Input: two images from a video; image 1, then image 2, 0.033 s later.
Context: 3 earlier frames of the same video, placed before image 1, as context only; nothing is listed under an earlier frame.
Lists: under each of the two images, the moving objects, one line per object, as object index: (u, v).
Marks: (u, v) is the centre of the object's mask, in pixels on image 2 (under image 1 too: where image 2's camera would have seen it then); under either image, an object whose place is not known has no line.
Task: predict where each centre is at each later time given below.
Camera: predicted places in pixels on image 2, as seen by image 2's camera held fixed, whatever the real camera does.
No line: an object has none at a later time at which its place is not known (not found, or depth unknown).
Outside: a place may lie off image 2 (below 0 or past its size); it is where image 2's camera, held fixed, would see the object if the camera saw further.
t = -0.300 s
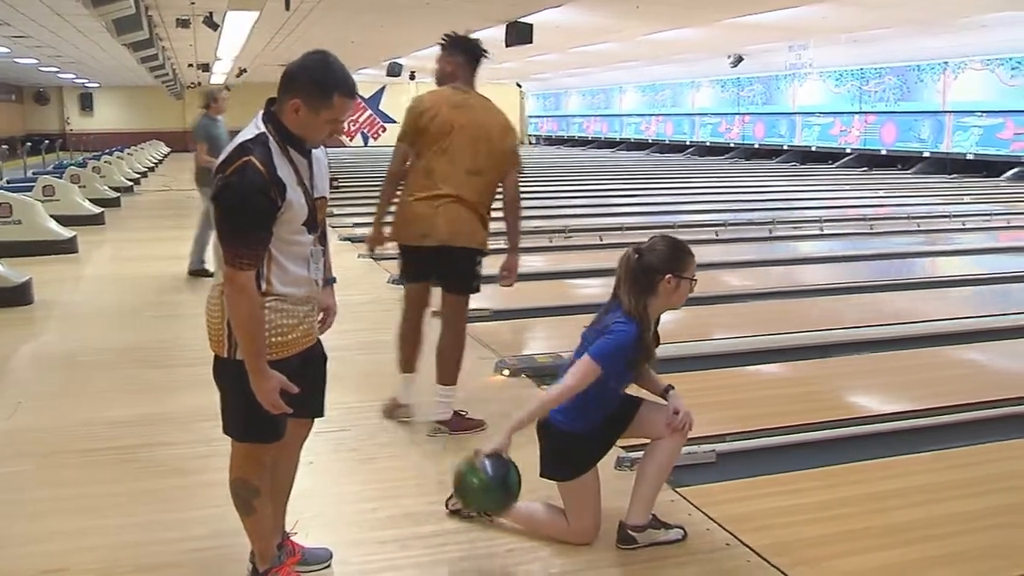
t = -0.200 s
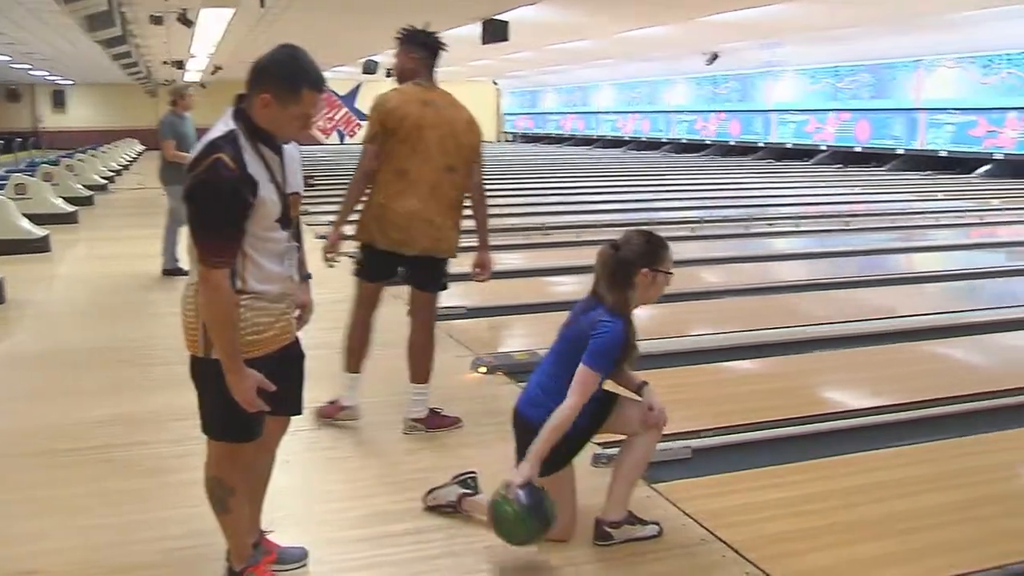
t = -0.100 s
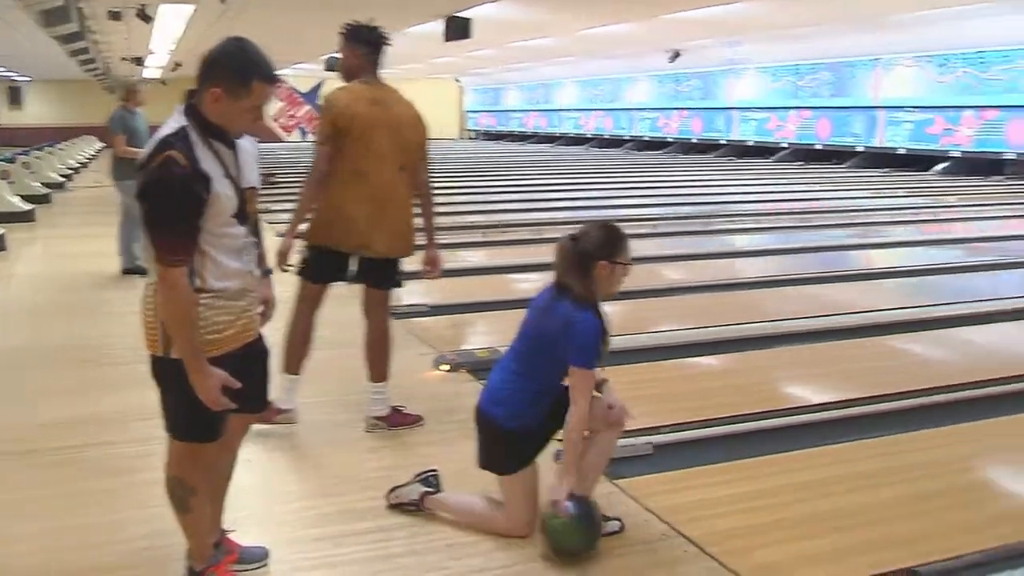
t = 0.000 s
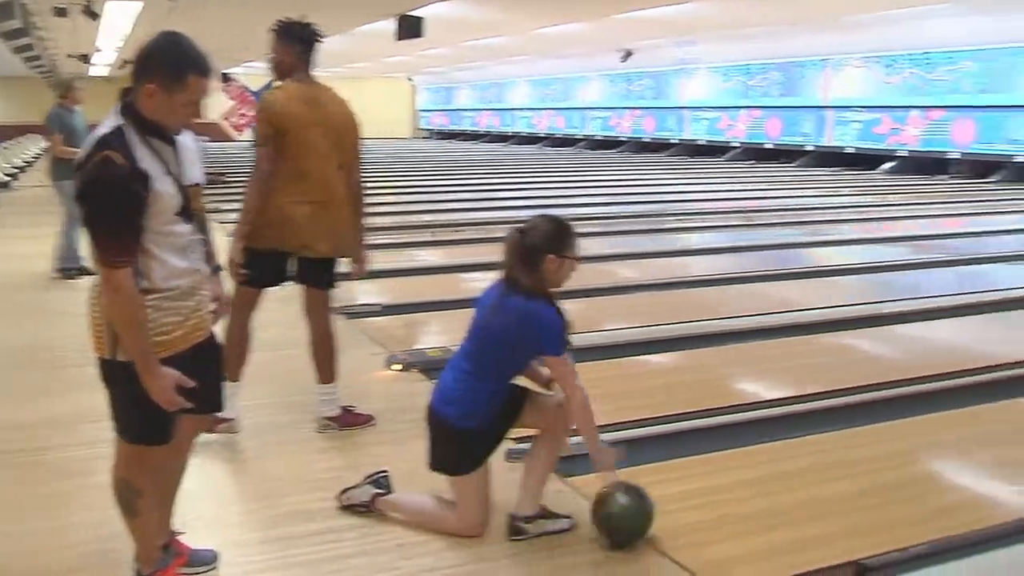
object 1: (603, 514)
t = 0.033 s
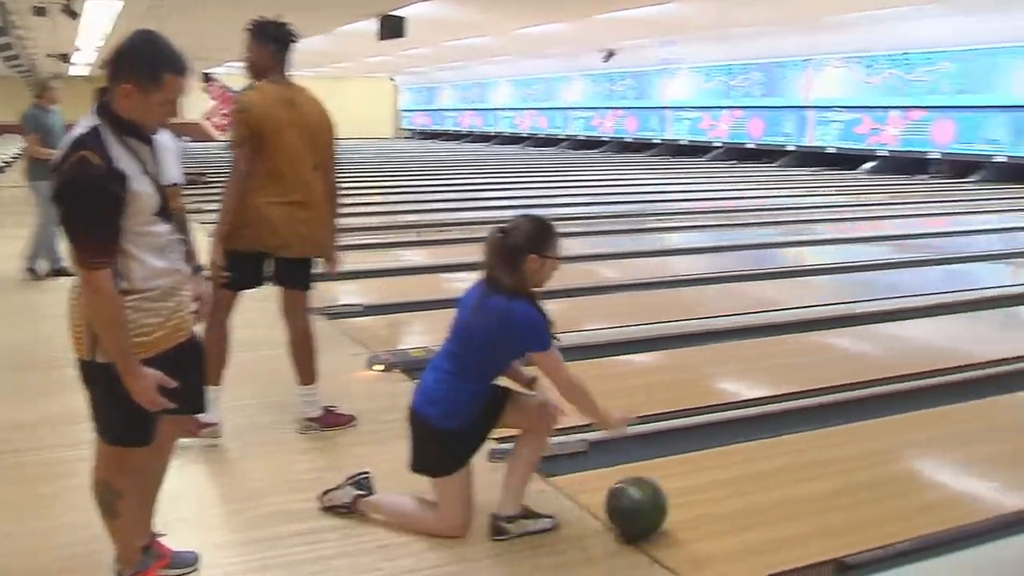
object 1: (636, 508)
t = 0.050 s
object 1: (652, 506)
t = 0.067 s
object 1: (667, 503)
